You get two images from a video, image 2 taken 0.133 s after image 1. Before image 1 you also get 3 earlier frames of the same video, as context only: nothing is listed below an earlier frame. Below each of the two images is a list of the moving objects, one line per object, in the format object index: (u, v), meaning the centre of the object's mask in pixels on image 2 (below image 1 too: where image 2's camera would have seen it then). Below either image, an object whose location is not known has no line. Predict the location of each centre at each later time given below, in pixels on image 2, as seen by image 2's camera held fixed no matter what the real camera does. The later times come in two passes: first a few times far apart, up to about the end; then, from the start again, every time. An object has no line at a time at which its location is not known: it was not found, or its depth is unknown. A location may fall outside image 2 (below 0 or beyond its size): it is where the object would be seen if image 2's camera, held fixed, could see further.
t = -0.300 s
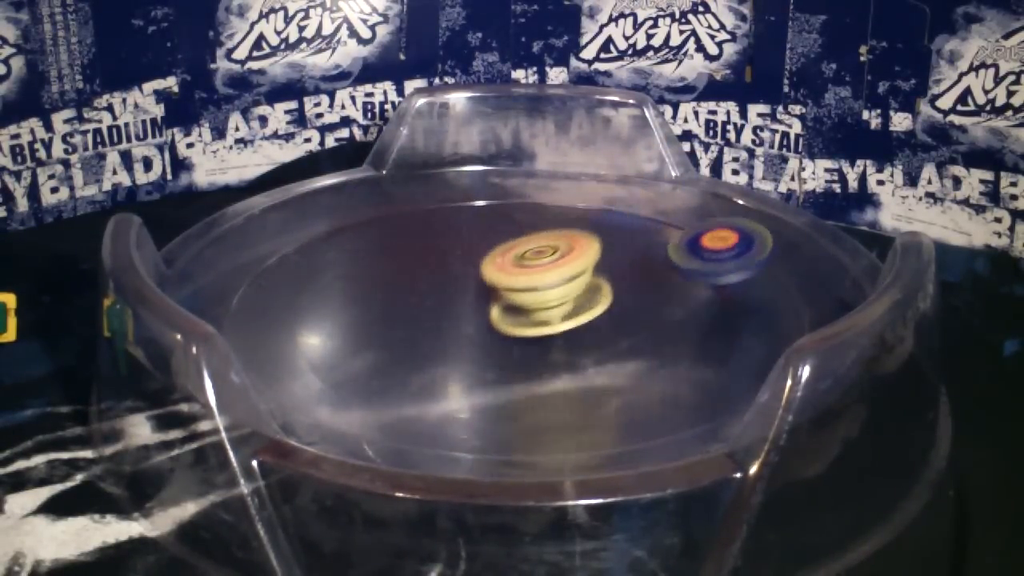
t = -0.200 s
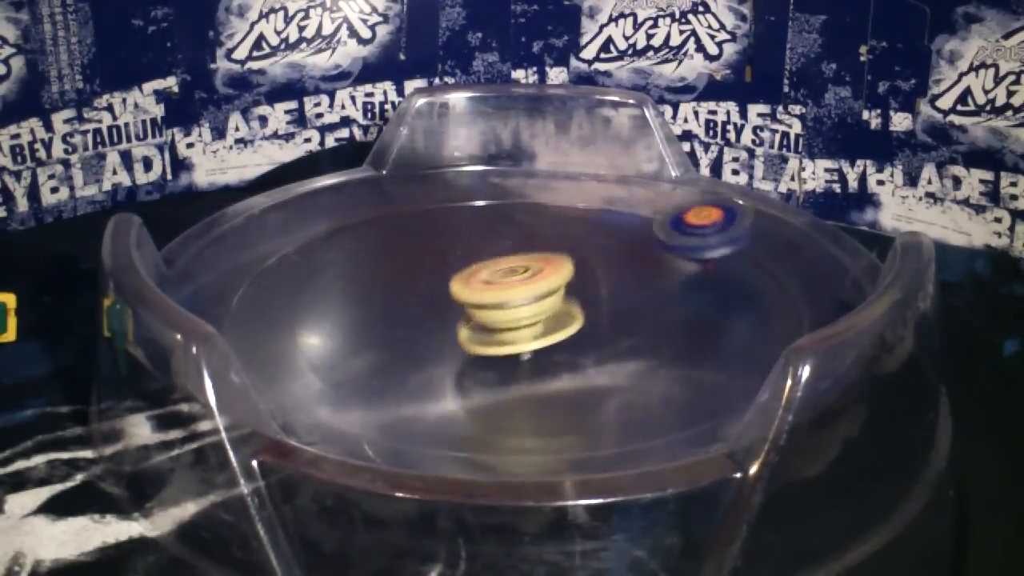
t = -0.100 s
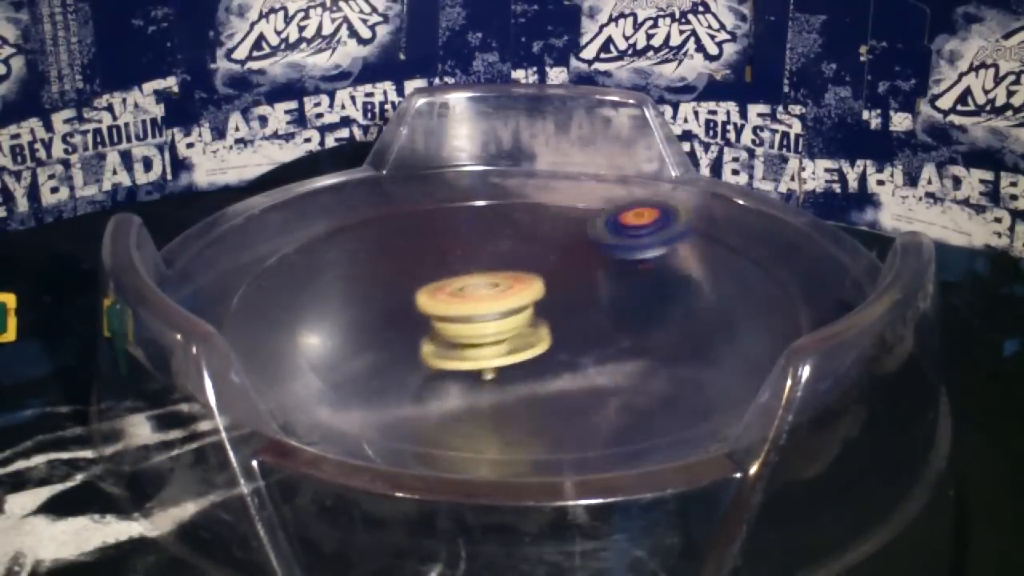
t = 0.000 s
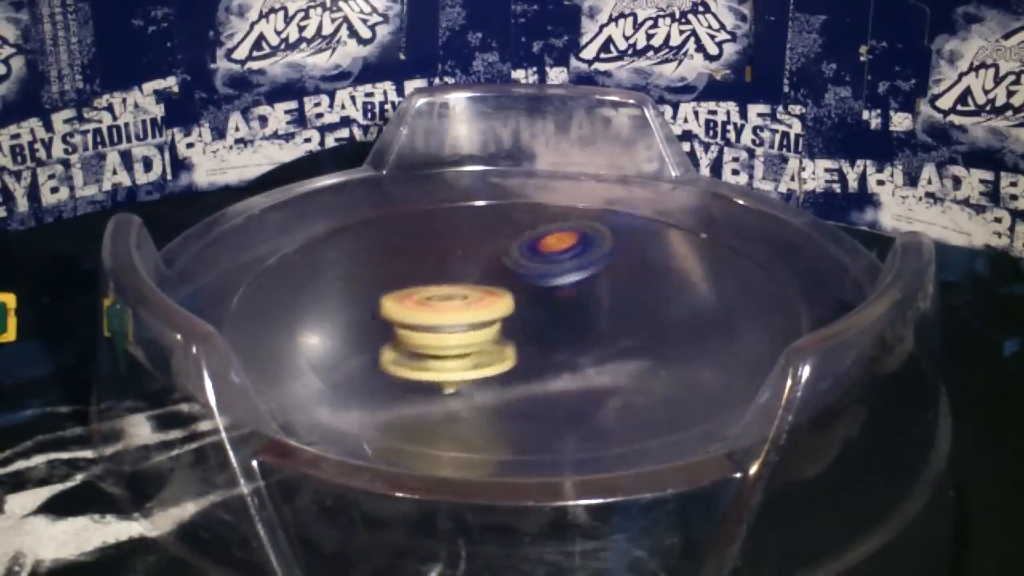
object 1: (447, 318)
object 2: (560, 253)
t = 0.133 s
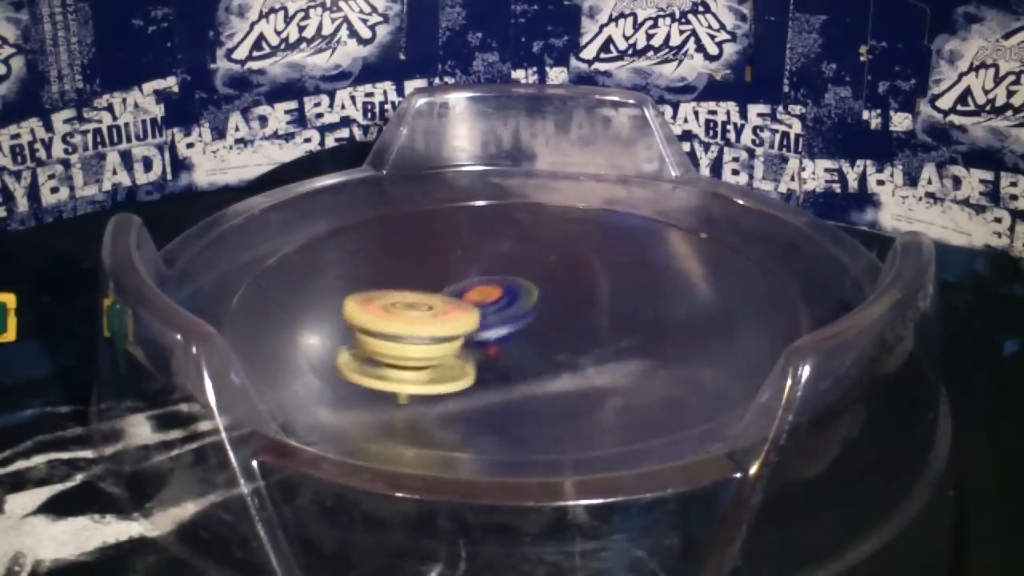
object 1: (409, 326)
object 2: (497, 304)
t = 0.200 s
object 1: (395, 329)
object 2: (496, 330)
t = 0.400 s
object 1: (437, 327)
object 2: (591, 357)
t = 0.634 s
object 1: (508, 289)
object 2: (648, 309)
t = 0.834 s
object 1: (311, 194)
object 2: (820, 271)
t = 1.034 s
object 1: (282, 172)
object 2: (744, 282)
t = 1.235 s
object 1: (345, 175)
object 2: (592, 303)
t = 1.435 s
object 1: (441, 235)
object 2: (463, 332)
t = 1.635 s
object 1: (547, 300)
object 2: (381, 350)
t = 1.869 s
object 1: (634, 341)
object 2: (403, 370)
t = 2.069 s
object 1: (602, 364)
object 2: (486, 340)
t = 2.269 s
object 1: (496, 355)
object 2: (486, 283)
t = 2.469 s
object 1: (439, 312)
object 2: (448, 237)
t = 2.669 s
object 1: (439, 269)
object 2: (400, 199)
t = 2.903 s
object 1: (507, 264)
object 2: (425, 182)
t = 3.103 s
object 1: (571, 278)
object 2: (485, 227)
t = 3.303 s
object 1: (589, 305)
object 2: (562, 262)
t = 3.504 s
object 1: (541, 325)
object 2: (655, 274)
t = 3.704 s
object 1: (481, 314)
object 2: (690, 269)
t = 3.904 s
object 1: (476, 283)
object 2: (617, 302)
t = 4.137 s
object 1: (529, 257)
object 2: (535, 350)
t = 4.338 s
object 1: (581, 265)
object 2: (486, 372)
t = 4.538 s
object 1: (586, 295)
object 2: (479, 375)
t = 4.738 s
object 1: (561, 306)
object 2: (415, 347)
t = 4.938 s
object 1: (512, 294)
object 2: (338, 315)
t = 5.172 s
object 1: (507, 259)
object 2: (336, 292)
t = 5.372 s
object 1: (541, 253)
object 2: (407, 278)
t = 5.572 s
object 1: (565, 279)
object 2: (474, 256)
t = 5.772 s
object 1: (537, 307)
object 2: (539, 240)
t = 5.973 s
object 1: (475, 310)
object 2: (583, 245)
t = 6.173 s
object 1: (435, 295)
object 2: (610, 275)
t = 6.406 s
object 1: (440, 269)
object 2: (624, 316)
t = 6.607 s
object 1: (442, 260)
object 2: (611, 346)
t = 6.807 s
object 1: (437, 272)
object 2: (569, 360)
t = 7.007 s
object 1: (448, 271)
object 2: (505, 356)
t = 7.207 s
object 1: (477, 260)
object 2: (441, 340)
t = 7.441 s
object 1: (477, 265)
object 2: (385, 322)
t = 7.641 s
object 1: (482, 265)
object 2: (405, 319)
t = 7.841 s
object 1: (512, 260)
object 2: (400, 321)
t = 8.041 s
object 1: (527, 263)
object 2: (416, 326)
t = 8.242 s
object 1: (530, 264)
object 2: (471, 332)
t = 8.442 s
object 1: (585, 252)
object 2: (366, 353)
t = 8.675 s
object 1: (589, 270)
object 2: (394, 333)
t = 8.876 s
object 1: (540, 267)
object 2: (449, 296)
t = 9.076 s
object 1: (579, 260)
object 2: (474, 296)
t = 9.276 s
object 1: (589, 274)
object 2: (470, 295)
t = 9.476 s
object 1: (562, 283)
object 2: (467, 293)
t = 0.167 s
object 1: (404, 327)
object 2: (494, 321)
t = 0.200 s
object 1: (395, 329)
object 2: (496, 330)
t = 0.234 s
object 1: (391, 331)
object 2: (502, 336)
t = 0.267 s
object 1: (396, 332)
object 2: (514, 343)
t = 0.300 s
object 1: (404, 332)
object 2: (528, 349)
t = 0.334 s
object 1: (414, 332)
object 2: (544, 354)
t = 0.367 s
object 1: (426, 330)
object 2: (567, 356)
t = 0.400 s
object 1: (437, 327)
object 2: (591, 357)
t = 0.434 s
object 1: (448, 323)
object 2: (613, 355)
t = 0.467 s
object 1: (459, 319)
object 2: (636, 350)
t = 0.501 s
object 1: (469, 314)
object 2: (653, 344)
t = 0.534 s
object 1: (479, 308)
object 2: (664, 335)
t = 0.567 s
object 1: (488, 304)
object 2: (667, 325)
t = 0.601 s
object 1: (498, 296)
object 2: (662, 316)
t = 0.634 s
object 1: (508, 289)
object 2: (648, 309)
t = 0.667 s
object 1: (516, 284)
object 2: (633, 304)
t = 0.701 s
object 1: (483, 267)
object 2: (670, 297)
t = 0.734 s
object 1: (420, 246)
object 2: (739, 290)
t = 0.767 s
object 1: (372, 225)
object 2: (795, 277)
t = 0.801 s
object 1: (335, 205)
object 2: (811, 267)
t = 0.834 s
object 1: (311, 194)
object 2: (820, 271)
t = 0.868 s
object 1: (300, 186)
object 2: (819, 273)
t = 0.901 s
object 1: (291, 184)
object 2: (810, 275)
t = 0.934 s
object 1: (286, 180)
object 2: (796, 276)
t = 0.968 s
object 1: (281, 177)
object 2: (779, 282)
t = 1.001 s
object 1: (281, 175)
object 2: (762, 283)
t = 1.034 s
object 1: (282, 172)
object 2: (744, 282)
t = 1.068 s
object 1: (286, 170)
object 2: (724, 283)
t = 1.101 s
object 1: (293, 167)
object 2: (699, 287)
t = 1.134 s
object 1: (303, 167)
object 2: (671, 290)
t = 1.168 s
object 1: (315, 168)
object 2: (644, 293)
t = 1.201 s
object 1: (329, 169)
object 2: (617, 298)
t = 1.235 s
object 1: (345, 175)
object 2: (592, 303)
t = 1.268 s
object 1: (360, 183)
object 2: (567, 308)
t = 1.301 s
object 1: (377, 191)
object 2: (542, 314)
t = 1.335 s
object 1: (393, 199)
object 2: (520, 319)
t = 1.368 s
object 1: (409, 211)
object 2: (500, 324)
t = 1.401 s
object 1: (424, 222)
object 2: (481, 327)
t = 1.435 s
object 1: (441, 235)
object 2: (463, 332)
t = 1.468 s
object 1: (458, 247)
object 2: (445, 336)
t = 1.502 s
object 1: (475, 258)
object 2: (430, 338)
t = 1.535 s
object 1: (493, 270)
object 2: (415, 341)
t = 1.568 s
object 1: (512, 280)
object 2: (402, 344)
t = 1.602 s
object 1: (530, 290)
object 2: (391, 347)
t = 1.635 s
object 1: (547, 300)
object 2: (381, 350)
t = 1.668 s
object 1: (563, 309)
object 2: (374, 353)
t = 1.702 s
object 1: (579, 318)
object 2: (370, 356)
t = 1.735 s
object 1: (593, 324)
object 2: (369, 359)
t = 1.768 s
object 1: (606, 331)
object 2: (375, 364)
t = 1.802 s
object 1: (617, 333)
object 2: (381, 367)
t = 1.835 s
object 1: (627, 337)
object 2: (389, 369)
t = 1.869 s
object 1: (634, 341)
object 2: (403, 370)
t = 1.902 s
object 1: (637, 345)
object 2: (423, 370)
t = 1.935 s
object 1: (637, 351)
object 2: (441, 367)
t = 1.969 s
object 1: (634, 354)
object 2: (460, 364)
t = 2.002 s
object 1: (628, 359)
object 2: (472, 358)
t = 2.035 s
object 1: (617, 363)
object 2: (482, 350)
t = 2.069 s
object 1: (602, 364)
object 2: (486, 340)
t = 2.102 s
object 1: (586, 364)
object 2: (487, 329)
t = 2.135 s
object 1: (569, 364)
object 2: (489, 318)
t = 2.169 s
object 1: (551, 363)
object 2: (490, 307)
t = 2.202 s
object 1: (532, 361)
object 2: (491, 299)
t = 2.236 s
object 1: (513, 358)
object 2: (490, 291)
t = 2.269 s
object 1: (496, 355)
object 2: (486, 283)
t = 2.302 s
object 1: (481, 351)
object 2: (482, 274)
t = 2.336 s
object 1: (470, 345)
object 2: (477, 266)
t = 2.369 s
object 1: (461, 338)
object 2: (471, 258)
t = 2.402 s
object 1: (452, 331)
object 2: (464, 250)
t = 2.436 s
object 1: (445, 322)
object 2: (457, 243)
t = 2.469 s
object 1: (439, 312)
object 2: (448, 237)
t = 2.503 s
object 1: (436, 303)
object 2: (439, 231)
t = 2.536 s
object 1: (435, 292)
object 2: (429, 223)
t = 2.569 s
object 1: (435, 281)
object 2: (418, 218)
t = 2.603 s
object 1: (435, 272)
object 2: (405, 215)
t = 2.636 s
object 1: (438, 269)
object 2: (399, 207)
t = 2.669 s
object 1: (439, 269)
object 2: (400, 199)
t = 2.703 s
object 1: (445, 270)
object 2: (402, 194)
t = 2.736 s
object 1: (453, 270)
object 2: (403, 190)
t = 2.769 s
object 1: (460, 268)
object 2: (406, 186)
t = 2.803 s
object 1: (471, 266)
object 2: (407, 181)
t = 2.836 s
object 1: (484, 264)
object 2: (411, 180)
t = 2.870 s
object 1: (496, 264)
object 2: (417, 180)
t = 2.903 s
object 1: (507, 264)
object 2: (425, 182)
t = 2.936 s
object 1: (518, 265)
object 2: (433, 187)
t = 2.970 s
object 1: (531, 266)
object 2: (442, 192)
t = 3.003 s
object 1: (542, 267)
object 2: (453, 198)
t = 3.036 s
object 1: (553, 271)
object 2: (464, 205)
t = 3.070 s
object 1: (562, 274)
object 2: (475, 214)
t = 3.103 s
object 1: (571, 278)
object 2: (485, 227)
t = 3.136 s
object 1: (579, 282)
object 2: (497, 236)
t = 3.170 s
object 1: (585, 287)
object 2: (508, 245)
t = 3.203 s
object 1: (588, 292)
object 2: (520, 252)
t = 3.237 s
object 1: (592, 297)
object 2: (533, 256)
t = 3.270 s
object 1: (591, 300)
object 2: (547, 259)
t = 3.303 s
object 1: (589, 305)
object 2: (562, 262)
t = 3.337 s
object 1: (584, 310)
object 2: (581, 263)
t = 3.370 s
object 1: (580, 315)
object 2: (601, 263)
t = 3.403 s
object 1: (570, 319)
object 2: (619, 268)
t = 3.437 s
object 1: (560, 322)
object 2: (633, 272)
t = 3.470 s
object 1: (550, 324)
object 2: (643, 274)
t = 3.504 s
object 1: (541, 325)
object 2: (655, 274)
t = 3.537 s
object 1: (529, 325)
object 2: (667, 272)
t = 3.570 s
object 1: (517, 325)
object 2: (676, 271)
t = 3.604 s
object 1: (507, 323)
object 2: (684, 270)
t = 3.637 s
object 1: (497, 320)
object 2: (689, 269)
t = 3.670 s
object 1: (489, 317)
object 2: (691, 268)
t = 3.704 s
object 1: (481, 314)
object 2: (690, 269)
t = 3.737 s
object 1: (476, 309)
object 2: (683, 270)
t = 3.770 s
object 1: (473, 304)
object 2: (672, 273)
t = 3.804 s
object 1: (471, 298)
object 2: (659, 279)
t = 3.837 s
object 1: (471, 293)
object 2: (646, 286)
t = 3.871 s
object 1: (473, 288)
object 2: (633, 294)
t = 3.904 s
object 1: (476, 283)
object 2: (617, 302)
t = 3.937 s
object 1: (480, 277)
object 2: (605, 310)
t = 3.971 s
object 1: (487, 273)
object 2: (593, 317)
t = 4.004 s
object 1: (495, 268)
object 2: (582, 324)
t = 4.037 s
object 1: (502, 265)
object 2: (570, 331)
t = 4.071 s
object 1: (509, 262)
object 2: (557, 337)
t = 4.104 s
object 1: (519, 259)
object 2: (546, 343)
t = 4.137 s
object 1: (529, 257)
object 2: (535, 350)
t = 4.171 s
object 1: (537, 256)
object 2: (525, 354)
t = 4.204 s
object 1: (547, 256)
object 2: (516, 359)
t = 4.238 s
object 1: (557, 257)
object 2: (508, 363)
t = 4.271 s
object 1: (565, 258)
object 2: (500, 366)
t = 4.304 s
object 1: (573, 262)
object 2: (493, 369)
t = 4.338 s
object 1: (581, 265)
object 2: (486, 372)
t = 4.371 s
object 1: (586, 268)
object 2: (480, 374)
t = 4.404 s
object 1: (589, 273)
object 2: (475, 377)
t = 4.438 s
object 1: (592, 278)
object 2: (474, 378)
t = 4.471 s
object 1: (592, 284)
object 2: (473, 378)
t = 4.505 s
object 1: (590, 289)
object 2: (475, 377)
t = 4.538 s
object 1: (586, 295)
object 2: (479, 375)
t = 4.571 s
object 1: (579, 296)
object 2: (482, 372)
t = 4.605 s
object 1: (572, 301)
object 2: (484, 366)
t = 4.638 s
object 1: (564, 304)
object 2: (480, 362)
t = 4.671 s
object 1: (566, 306)
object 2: (461, 356)
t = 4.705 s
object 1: (566, 306)
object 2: (434, 351)
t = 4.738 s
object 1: (561, 306)
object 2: (415, 347)
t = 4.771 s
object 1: (557, 307)
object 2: (400, 341)
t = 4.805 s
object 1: (548, 305)
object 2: (387, 337)
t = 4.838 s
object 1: (536, 304)
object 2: (374, 332)
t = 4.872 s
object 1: (525, 301)
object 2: (361, 326)
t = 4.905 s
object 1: (517, 299)
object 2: (348, 320)
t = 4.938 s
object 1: (512, 294)
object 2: (338, 315)
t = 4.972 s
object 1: (507, 290)
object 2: (331, 310)
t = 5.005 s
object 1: (501, 284)
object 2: (325, 306)
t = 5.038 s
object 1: (501, 278)
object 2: (323, 302)
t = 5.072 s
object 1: (501, 273)
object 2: (322, 299)
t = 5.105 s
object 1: (501, 269)
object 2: (324, 296)
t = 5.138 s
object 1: (504, 264)
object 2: (330, 294)
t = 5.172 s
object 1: (507, 259)
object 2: (336, 292)
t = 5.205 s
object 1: (512, 256)
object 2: (346, 292)
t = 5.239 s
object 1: (517, 253)
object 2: (358, 289)
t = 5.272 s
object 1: (522, 251)
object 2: (368, 286)
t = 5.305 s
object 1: (530, 251)
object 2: (381, 284)
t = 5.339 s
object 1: (536, 251)
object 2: (394, 281)
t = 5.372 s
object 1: (541, 253)
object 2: (407, 278)
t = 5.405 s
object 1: (548, 254)
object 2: (423, 276)
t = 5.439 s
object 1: (552, 258)
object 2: (435, 272)
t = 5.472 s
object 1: (557, 262)
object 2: (446, 270)
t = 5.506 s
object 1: (559, 267)
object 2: (458, 267)
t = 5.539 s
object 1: (560, 273)
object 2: (466, 261)
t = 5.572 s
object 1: (565, 279)
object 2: (474, 256)
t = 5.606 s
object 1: (564, 287)
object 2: (487, 250)
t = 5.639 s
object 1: (561, 293)
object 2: (496, 247)
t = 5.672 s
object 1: (557, 296)
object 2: (507, 245)
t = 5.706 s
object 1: (551, 300)
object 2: (516, 242)
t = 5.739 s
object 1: (545, 304)
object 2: (527, 242)
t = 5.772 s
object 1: (537, 307)
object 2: (539, 240)
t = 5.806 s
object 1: (528, 309)
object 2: (547, 239)
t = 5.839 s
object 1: (518, 311)
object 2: (556, 239)
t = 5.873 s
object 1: (507, 311)
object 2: (564, 239)
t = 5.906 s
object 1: (497, 311)
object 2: (570, 241)
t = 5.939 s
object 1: (485, 310)
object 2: (579, 242)
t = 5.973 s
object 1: (475, 310)
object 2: (583, 245)
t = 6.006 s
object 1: (465, 308)
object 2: (589, 250)
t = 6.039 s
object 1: (456, 307)
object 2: (593, 254)
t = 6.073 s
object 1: (448, 305)
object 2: (598, 259)
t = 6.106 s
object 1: (443, 302)
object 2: (603, 263)
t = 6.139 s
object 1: (437, 299)
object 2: (606, 270)
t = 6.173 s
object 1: (435, 295)
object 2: (610, 275)
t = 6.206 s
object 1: (432, 291)
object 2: (613, 281)
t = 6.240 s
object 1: (433, 287)
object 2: (616, 287)
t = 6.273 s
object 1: (433, 284)
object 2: (619, 292)
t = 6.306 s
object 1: (433, 280)
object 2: (620, 299)
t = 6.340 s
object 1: (436, 276)
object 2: (622, 304)
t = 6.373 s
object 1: (438, 272)
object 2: (624, 311)
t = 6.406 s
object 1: (440, 269)
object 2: (624, 316)
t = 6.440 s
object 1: (441, 265)
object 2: (623, 321)
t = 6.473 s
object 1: (443, 262)
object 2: (622, 326)
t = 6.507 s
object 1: (443, 261)
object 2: (620, 332)
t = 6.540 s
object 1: (441, 260)
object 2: (618, 338)
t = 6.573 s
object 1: (442, 259)
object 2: (616, 343)
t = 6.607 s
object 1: (442, 260)
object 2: (611, 346)
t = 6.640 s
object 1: (443, 261)
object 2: (607, 349)
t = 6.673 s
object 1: (444, 263)
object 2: (602, 353)
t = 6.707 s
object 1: (444, 265)
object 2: (595, 356)
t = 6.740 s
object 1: (443, 269)
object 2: (588, 358)
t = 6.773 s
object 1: (441, 270)
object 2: (578, 359)
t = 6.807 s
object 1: (437, 272)
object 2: (569, 360)
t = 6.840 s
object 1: (435, 271)
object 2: (559, 361)
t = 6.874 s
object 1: (433, 271)
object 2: (548, 360)
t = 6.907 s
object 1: (434, 272)
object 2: (538, 359)
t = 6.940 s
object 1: (437, 272)
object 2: (527, 358)
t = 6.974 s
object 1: (442, 271)
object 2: (516, 358)
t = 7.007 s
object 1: (448, 271)
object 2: (505, 356)
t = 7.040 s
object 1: (454, 270)
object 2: (492, 355)
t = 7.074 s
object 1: (463, 268)
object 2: (482, 352)
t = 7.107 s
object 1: (470, 266)
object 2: (471, 349)
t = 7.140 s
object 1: (476, 264)
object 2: (459, 346)
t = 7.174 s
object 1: (478, 262)
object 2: (449, 343)
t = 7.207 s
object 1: (477, 260)
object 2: (441, 340)
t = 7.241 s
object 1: (477, 259)
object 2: (431, 337)
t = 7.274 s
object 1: (476, 260)
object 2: (423, 333)
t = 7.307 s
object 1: (477, 260)
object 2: (416, 328)
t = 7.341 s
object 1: (479, 262)
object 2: (408, 325)
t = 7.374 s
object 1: (481, 262)
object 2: (398, 324)
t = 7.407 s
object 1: (480, 264)
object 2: (390, 323)
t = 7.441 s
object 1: (477, 265)
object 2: (385, 322)
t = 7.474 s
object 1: (473, 266)
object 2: (385, 322)
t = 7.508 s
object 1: (467, 267)
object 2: (387, 322)
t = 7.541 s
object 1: (466, 266)
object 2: (389, 320)
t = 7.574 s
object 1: (470, 267)
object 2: (396, 320)
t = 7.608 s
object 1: (474, 267)
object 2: (400, 319)
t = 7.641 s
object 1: (482, 265)
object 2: (405, 319)
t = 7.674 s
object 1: (494, 260)
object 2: (398, 319)
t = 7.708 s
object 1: (504, 259)
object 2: (397, 318)
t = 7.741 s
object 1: (510, 257)
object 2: (397, 319)
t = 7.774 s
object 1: (511, 257)
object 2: (396, 319)
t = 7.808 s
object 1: (512, 258)
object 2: (397, 320)
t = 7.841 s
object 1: (512, 260)
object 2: (400, 321)
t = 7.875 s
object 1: (512, 263)
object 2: (407, 322)
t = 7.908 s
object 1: (509, 266)
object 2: (418, 322)
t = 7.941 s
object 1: (503, 267)
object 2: (426, 321)
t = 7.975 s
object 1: (507, 266)
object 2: (427, 316)
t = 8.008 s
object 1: (519, 266)
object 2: (420, 322)
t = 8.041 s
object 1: (527, 263)
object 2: (416, 326)
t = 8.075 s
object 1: (532, 261)
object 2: (416, 329)
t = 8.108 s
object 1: (532, 260)
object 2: (424, 330)
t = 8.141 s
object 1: (533, 259)
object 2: (436, 332)
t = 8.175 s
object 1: (533, 261)
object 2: (447, 333)
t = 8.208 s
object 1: (532, 263)
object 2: (459, 333)
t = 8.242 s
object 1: (530, 264)
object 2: (471, 332)
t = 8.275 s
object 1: (529, 265)
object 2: (483, 332)
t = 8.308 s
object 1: (530, 266)
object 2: (484, 332)
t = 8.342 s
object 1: (553, 261)
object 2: (448, 352)
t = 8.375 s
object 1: (569, 254)
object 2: (414, 352)
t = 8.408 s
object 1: (580, 252)
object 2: (388, 352)
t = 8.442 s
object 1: (585, 252)
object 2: (366, 353)
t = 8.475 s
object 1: (590, 253)
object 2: (350, 348)
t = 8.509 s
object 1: (594, 254)
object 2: (344, 347)
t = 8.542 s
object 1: (598, 256)
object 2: (346, 346)
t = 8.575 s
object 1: (599, 259)
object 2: (354, 347)
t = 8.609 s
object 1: (601, 262)
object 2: (365, 343)
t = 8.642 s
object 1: (597, 266)
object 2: (376, 343)
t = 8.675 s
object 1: (589, 270)
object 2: (394, 333)
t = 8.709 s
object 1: (571, 273)
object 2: (411, 332)
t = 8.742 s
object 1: (555, 274)
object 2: (427, 320)
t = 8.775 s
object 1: (541, 273)
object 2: (443, 313)
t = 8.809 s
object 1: (538, 272)
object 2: (448, 314)
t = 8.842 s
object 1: (536, 268)
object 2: (451, 304)
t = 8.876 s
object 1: (540, 267)
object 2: (449, 296)
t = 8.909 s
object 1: (547, 263)
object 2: (444, 289)
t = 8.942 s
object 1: (555, 260)
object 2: (442, 288)
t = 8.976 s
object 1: (564, 259)
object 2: (448, 291)
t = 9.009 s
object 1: (570, 259)
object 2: (458, 295)
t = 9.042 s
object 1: (575, 259)
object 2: (467, 297)
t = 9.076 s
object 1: (579, 260)
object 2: (474, 296)
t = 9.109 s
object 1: (582, 261)
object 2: (476, 295)
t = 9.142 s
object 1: (586, 262)
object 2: (474, 294)
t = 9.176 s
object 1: (589, 265)
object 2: (471, 295)
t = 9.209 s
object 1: (592, 268)
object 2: (469, 295)
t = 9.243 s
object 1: (593, 270)
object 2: (470, 295)
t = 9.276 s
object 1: (589, 274)
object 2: (470, 295)
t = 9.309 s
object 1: (582, 277)
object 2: (471, 294)
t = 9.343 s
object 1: (574, 280)
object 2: (472, 293)
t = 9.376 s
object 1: (566, 282)
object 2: (471, 291)
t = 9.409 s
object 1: (562, 284)
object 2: (470, 291)
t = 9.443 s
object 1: (562, 283)
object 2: (468, 292)
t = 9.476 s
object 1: (562, 283)
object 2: (467, 293)
